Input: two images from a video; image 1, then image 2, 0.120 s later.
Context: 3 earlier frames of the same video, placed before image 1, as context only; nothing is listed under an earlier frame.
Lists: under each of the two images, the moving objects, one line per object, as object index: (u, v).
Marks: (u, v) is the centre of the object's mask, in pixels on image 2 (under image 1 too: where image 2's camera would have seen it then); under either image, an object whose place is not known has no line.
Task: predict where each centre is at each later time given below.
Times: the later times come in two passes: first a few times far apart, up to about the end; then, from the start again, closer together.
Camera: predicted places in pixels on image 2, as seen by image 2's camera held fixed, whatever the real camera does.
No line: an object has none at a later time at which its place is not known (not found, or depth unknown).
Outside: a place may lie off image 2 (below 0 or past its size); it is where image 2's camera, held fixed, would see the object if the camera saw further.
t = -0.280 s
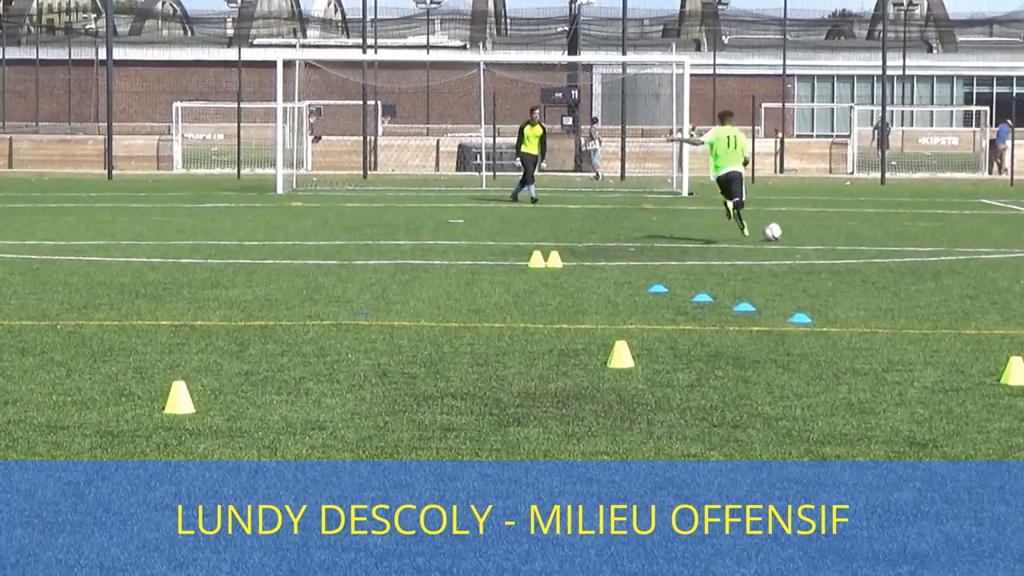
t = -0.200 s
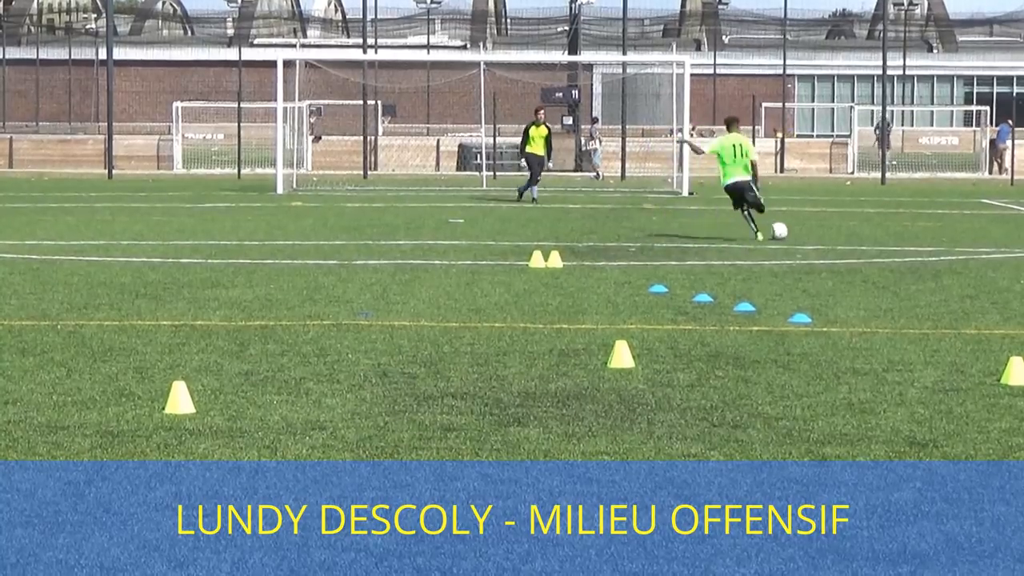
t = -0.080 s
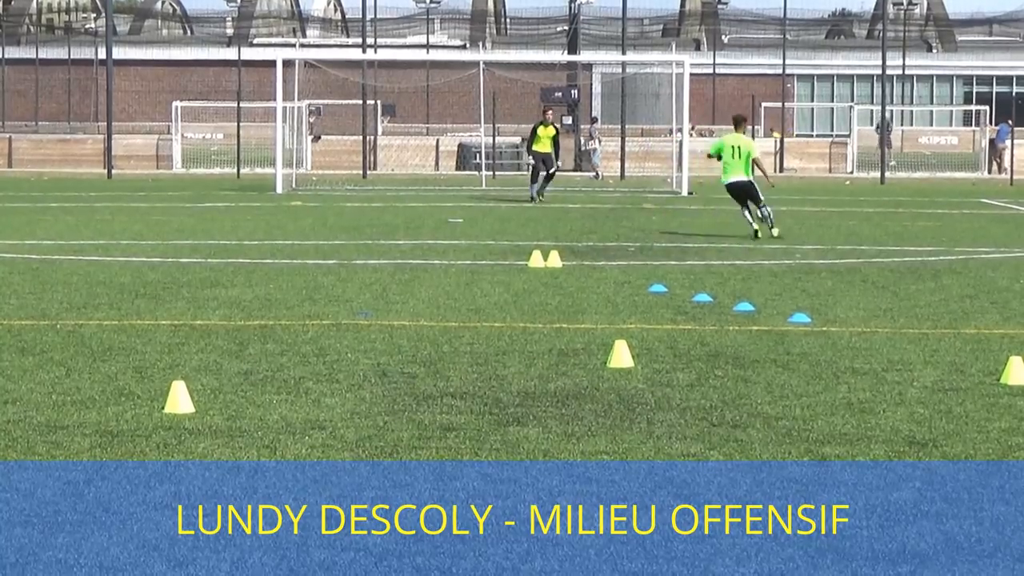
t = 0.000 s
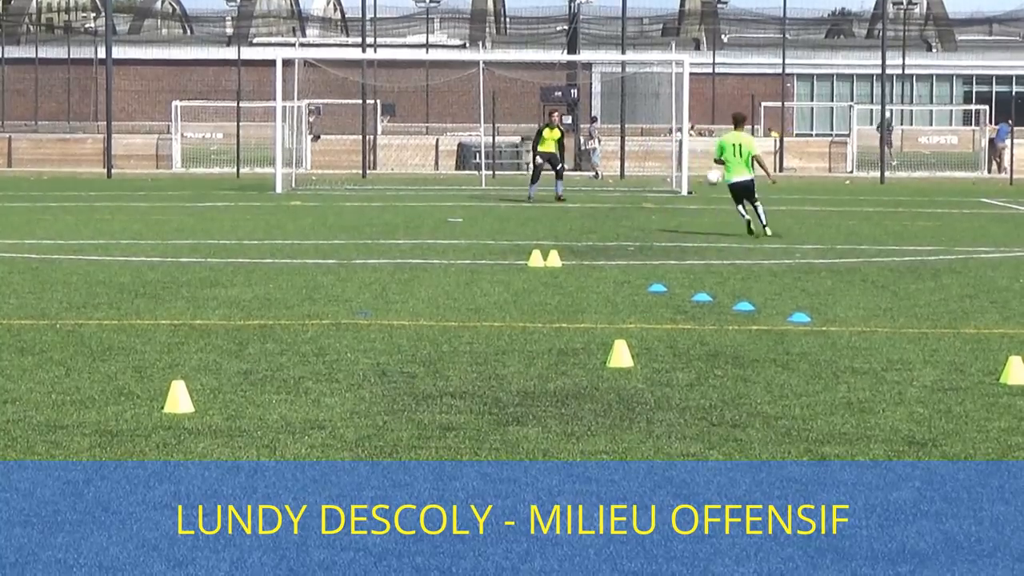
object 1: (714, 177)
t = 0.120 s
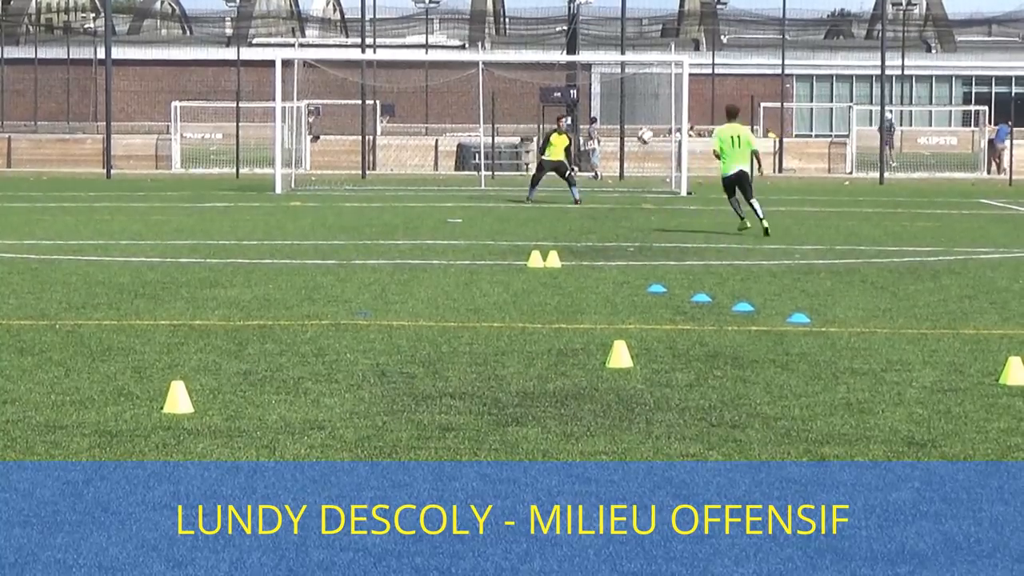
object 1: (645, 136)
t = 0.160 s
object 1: (624, 123)
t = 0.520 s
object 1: (463, 80)
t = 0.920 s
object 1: (319, 111)
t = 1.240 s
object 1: (313, 160)
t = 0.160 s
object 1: (624, 123)
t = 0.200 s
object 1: (604, 114)
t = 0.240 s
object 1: (585, 106)
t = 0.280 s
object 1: (565, 99)
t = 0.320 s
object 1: (547, 93)
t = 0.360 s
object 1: (529, 89)
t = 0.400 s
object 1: (512, 85)
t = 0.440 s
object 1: (495, 83)
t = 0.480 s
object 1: (478, 81)
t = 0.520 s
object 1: (463, 80)
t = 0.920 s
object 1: (319, 111)
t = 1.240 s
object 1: (313, 160)
